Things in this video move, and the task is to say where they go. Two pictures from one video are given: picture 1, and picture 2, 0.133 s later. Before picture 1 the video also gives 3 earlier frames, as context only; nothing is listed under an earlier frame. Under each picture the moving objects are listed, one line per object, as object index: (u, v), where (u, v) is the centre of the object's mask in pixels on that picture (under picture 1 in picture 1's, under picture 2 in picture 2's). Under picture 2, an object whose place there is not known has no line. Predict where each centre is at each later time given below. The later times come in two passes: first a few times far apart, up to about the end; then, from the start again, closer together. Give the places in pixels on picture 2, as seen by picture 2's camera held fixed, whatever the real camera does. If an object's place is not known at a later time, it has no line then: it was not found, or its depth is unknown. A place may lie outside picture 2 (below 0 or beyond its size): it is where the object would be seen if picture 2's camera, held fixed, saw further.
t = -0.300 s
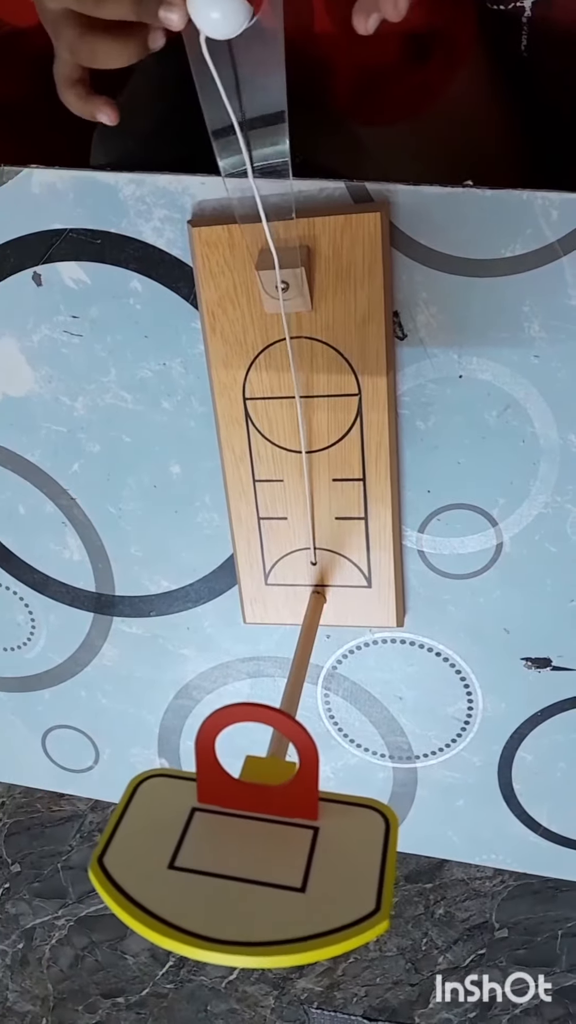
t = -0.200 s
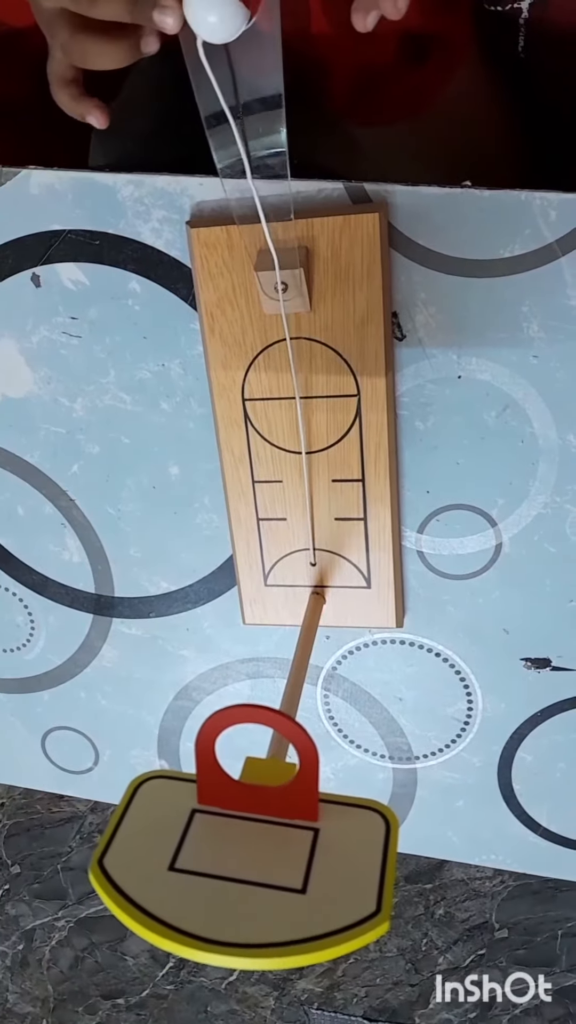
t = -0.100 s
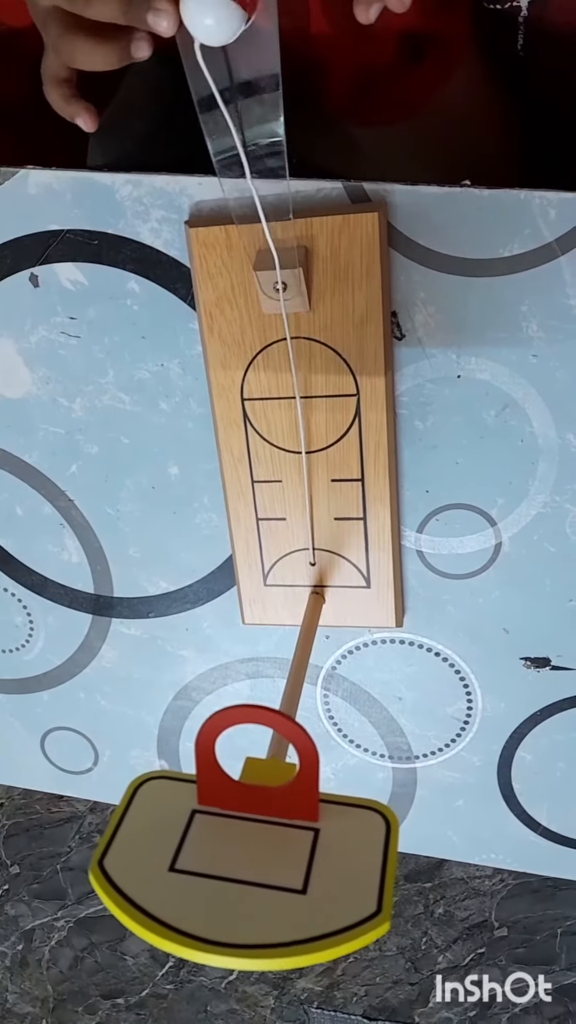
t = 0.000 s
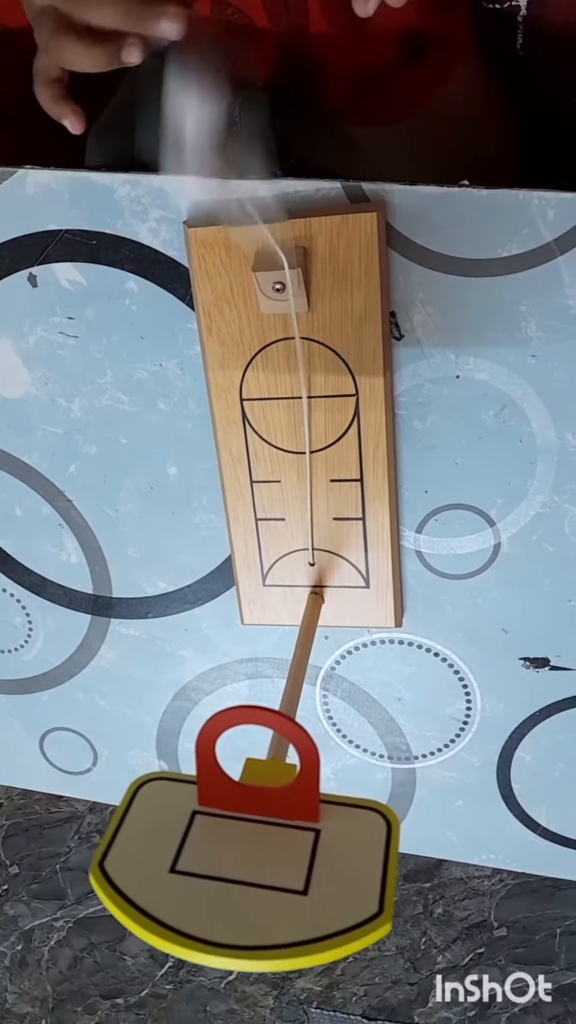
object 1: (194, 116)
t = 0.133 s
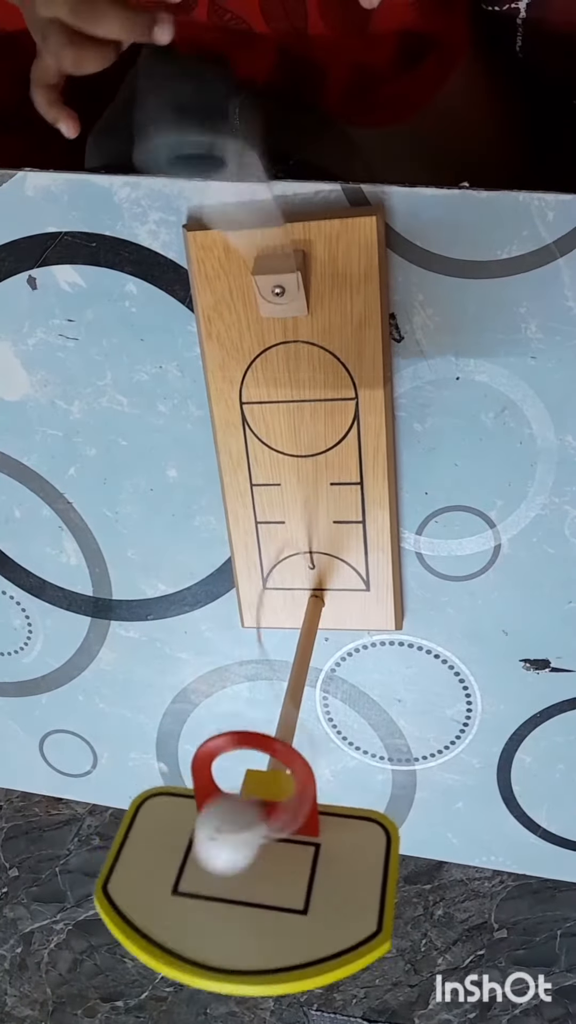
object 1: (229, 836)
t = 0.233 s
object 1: (269, 717)
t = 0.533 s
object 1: (392, 336)
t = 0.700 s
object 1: (556, 258)
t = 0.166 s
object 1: (241, 796)
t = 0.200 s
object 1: (259, 748)
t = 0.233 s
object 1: (269, 717)
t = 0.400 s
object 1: (372, 398)
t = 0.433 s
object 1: (375, 389)
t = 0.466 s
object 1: (379, 377)
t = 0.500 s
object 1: (385, 358)
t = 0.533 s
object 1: (392, 336)
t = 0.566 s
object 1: (417, 313)
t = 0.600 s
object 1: (456, 293)
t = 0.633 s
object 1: (492, 280)
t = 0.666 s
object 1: (528, 269)
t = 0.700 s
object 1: (556, 258)
